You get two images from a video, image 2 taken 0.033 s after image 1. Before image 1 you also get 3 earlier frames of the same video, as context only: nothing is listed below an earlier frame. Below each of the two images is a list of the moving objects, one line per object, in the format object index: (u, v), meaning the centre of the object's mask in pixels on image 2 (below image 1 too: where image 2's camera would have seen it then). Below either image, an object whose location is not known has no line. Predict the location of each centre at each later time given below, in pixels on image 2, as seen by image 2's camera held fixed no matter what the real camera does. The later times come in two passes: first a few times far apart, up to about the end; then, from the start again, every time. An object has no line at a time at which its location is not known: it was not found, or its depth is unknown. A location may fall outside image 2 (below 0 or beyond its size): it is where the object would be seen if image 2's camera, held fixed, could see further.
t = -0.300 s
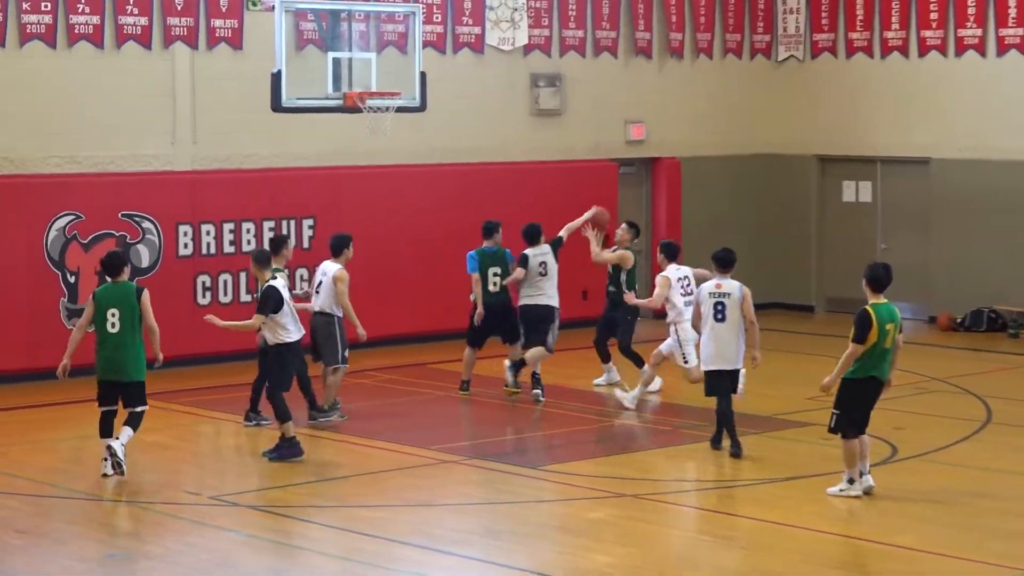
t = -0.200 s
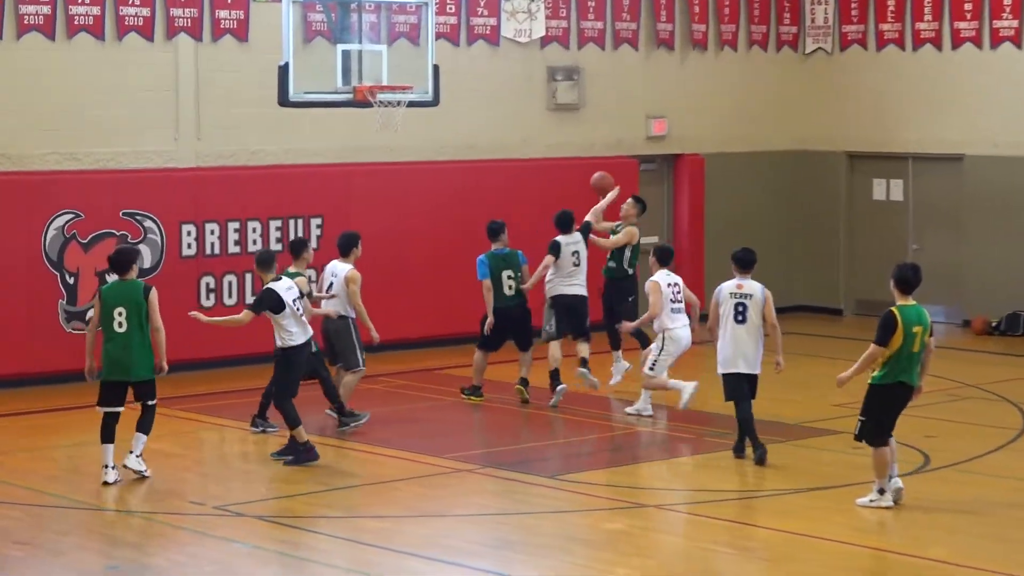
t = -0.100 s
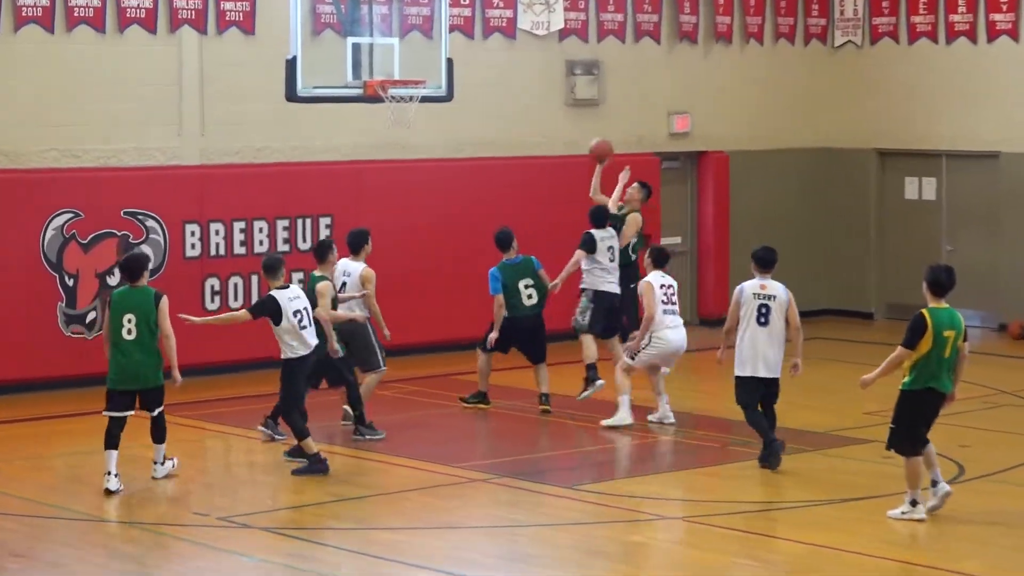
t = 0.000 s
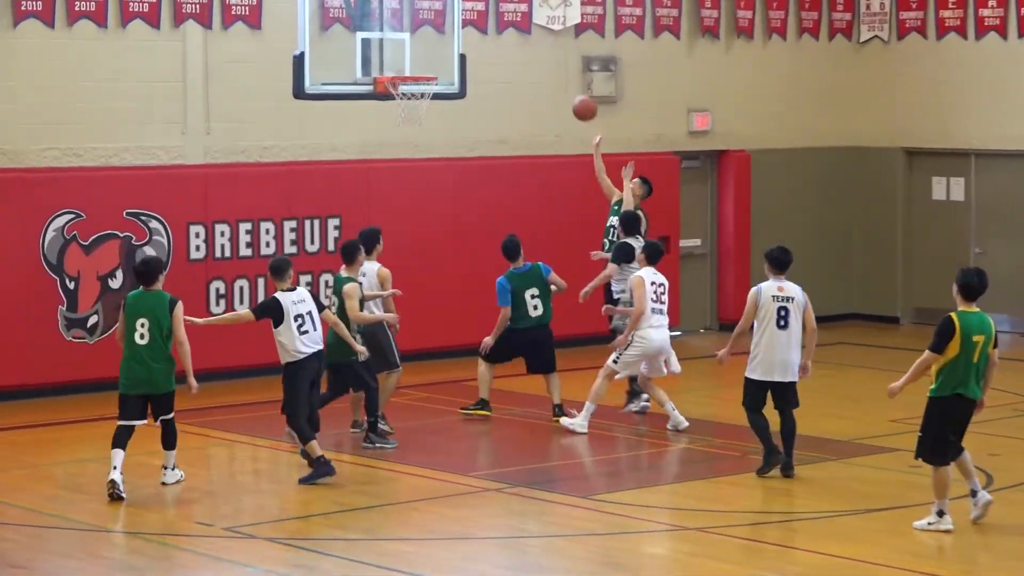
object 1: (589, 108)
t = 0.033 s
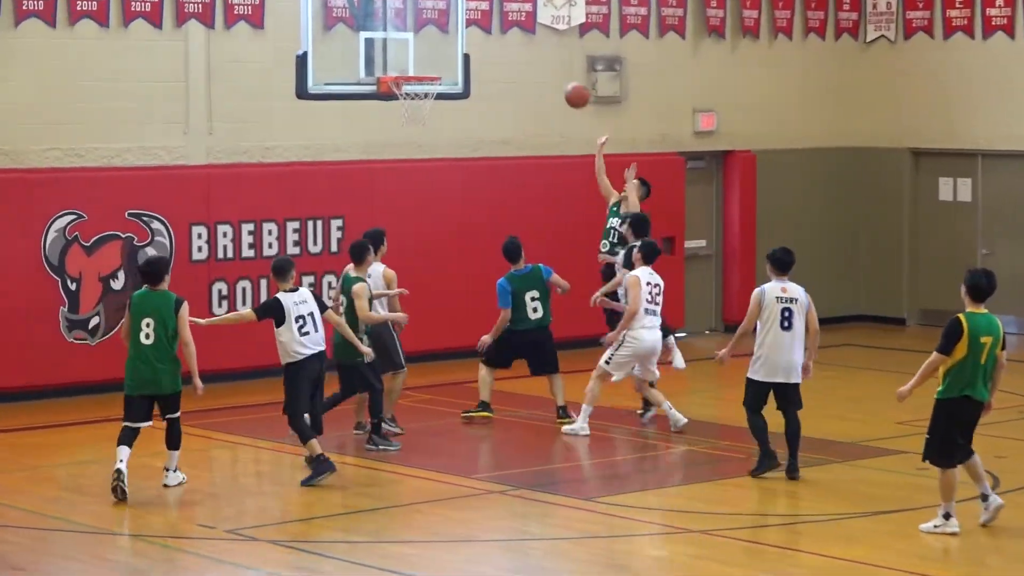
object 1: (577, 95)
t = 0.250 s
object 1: (497, 41)
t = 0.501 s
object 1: (428, 37)
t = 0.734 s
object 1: (419, 89)
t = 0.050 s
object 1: (571, 90)
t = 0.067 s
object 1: (565, 84)
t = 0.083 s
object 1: (559, 79)
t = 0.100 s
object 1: (553, 74)
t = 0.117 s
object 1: (546, 69)
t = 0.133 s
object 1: (540, 64)
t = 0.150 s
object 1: (534, 60)
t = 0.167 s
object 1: (528, 56)
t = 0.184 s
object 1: (522, 52)
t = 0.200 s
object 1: (516, 49)
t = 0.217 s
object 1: (510, 46)
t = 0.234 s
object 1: (503, 43)
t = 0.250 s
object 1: (497, 41)
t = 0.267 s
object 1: (491, 39)
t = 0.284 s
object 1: (485, 37)
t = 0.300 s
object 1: (479, 35)
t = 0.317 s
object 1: (473, 34)
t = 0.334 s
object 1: (466, 33)
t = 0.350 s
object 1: (461, 33)
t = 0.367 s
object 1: (454, 31)
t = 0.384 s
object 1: (447, 31)
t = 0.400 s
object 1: (441, 31)
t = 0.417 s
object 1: (435, 32)
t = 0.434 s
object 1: (430, 32)
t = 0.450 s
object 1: (429, 33)
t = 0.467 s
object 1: (429, 34)
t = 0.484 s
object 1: (428, 35)
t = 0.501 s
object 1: (428, 37)
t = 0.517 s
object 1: (427, 39)
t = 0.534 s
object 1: (427, 42)
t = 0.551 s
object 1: (426, 45)
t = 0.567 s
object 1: (426, 48)
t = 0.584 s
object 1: (426, 51)
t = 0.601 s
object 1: (425, 55)
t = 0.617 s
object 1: (425, 59)
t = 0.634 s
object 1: (425, 63)
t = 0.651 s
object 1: (424, 67)
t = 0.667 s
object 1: (424, 69)
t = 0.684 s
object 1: (423, 76)
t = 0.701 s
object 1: (423, 82)
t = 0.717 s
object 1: (420, 87)
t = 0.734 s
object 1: (419, 89)
